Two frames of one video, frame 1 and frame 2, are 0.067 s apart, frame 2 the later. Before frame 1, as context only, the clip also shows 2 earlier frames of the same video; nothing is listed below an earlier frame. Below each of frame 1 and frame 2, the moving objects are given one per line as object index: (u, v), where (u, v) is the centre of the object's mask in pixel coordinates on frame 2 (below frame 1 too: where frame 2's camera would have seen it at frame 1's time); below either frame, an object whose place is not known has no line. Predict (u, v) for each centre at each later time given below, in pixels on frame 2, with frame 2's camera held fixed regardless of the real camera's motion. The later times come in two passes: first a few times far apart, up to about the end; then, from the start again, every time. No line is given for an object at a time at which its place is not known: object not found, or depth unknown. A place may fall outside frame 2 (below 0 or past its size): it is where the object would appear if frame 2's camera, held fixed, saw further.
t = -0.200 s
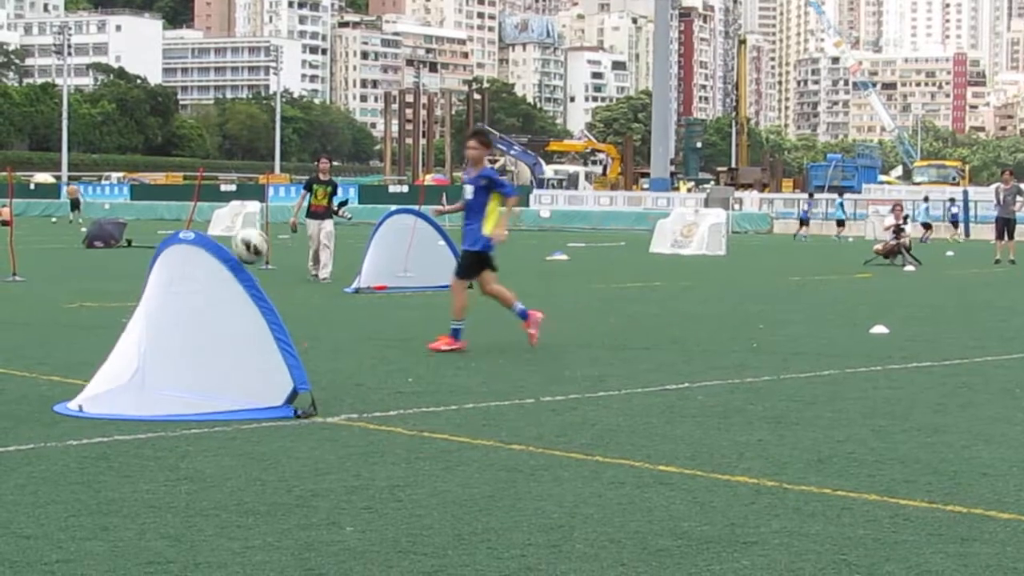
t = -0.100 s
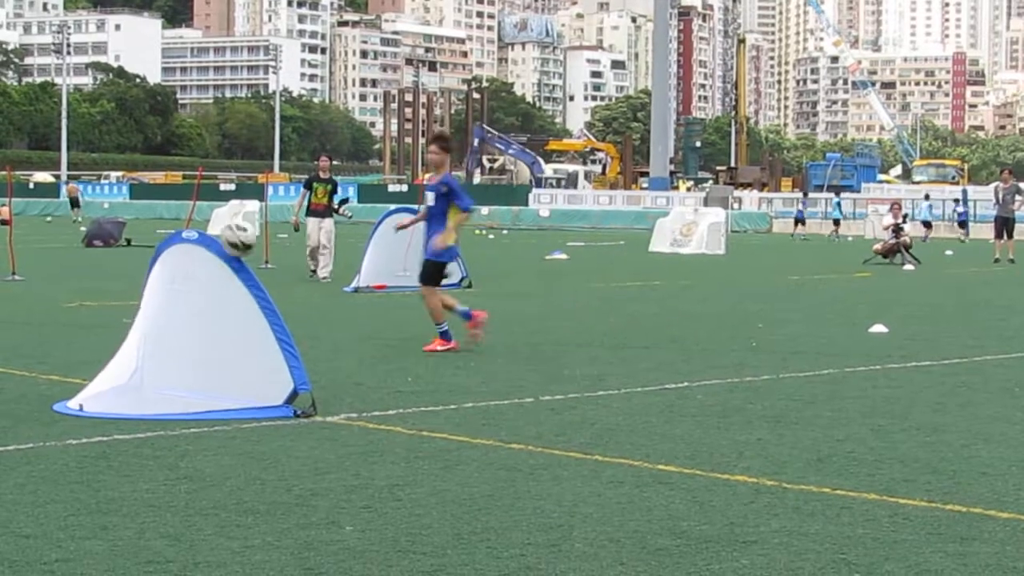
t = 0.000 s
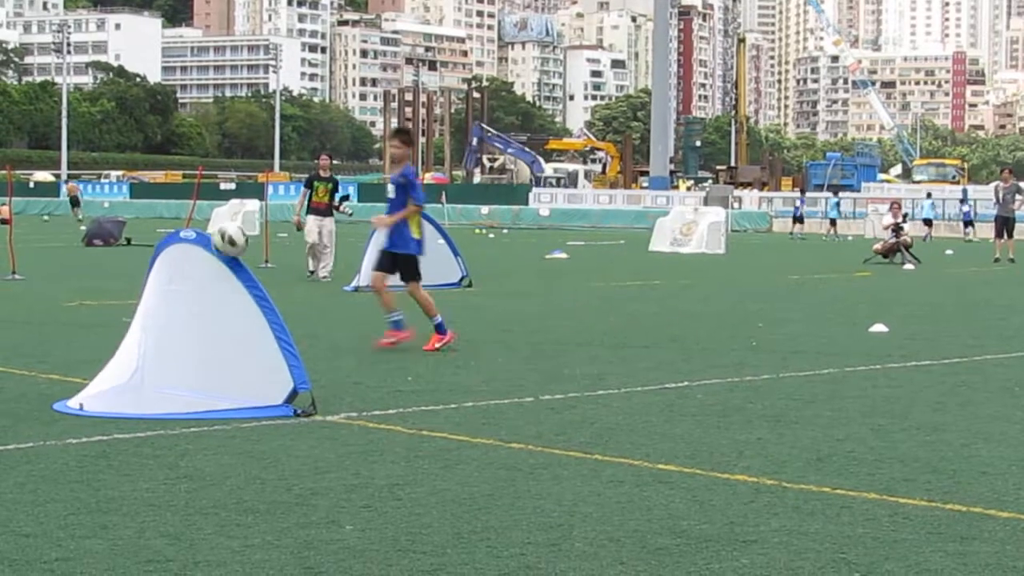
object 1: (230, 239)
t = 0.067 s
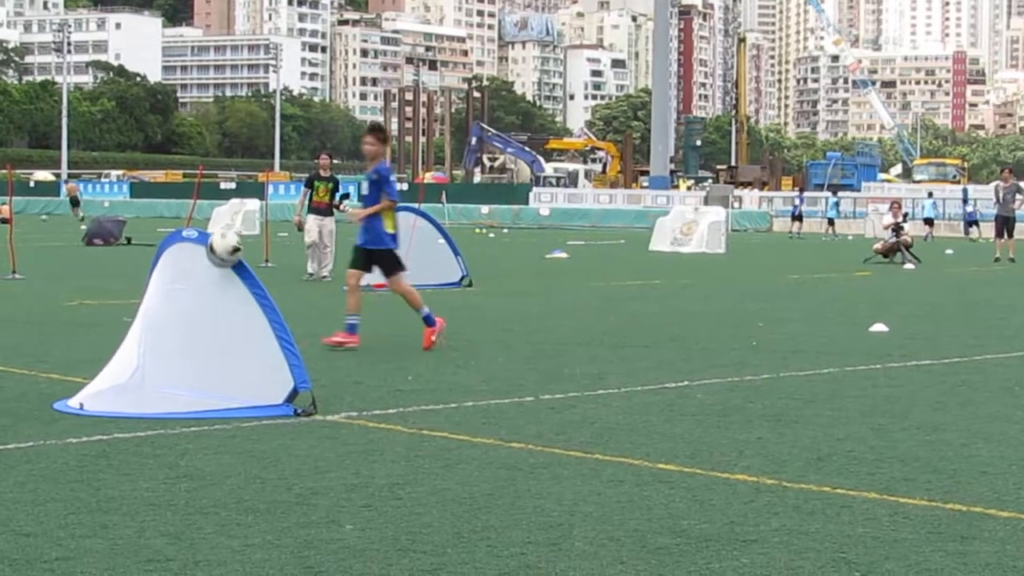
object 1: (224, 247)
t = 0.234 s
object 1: (208, 305)
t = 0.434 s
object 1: (183, 389)
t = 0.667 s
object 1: (120, 378)
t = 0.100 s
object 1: (221, 256)
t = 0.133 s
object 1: (218, 265)
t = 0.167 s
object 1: (215, 277)
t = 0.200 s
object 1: (211, 290)
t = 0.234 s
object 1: (208, 305)
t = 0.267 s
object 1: (205, 321)
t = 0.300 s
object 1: (202, 342)
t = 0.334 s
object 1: (199, 362)
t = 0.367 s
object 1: (198, 383)
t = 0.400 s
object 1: (190, 396)
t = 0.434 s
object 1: (183, 389)
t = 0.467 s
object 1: (174, 381)
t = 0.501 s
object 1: (165, 377)
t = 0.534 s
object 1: (157, 373)
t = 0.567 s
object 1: (147, 371)
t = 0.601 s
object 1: (139, 372)
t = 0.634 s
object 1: (130, 375)
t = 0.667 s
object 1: (120, 378)
